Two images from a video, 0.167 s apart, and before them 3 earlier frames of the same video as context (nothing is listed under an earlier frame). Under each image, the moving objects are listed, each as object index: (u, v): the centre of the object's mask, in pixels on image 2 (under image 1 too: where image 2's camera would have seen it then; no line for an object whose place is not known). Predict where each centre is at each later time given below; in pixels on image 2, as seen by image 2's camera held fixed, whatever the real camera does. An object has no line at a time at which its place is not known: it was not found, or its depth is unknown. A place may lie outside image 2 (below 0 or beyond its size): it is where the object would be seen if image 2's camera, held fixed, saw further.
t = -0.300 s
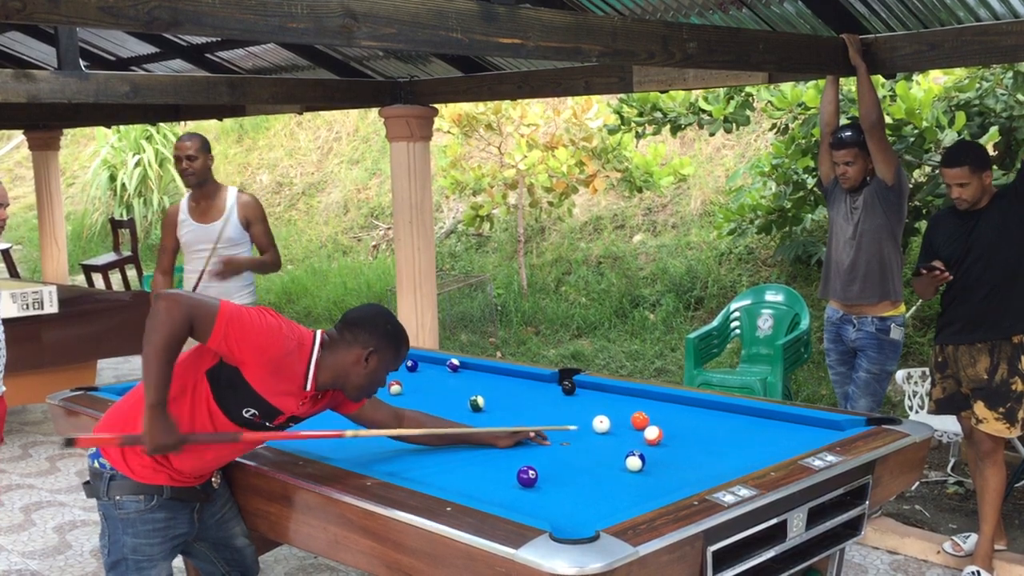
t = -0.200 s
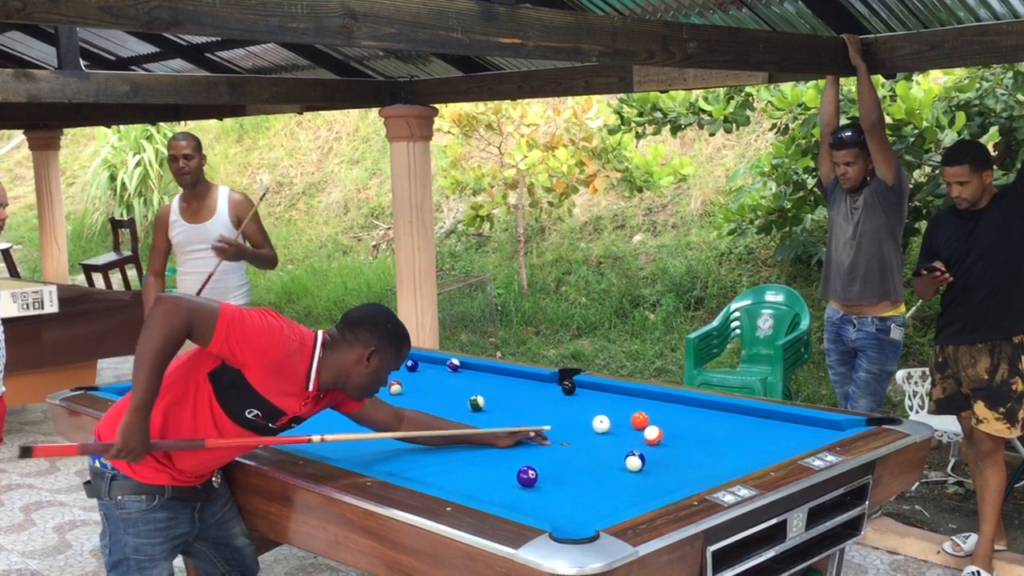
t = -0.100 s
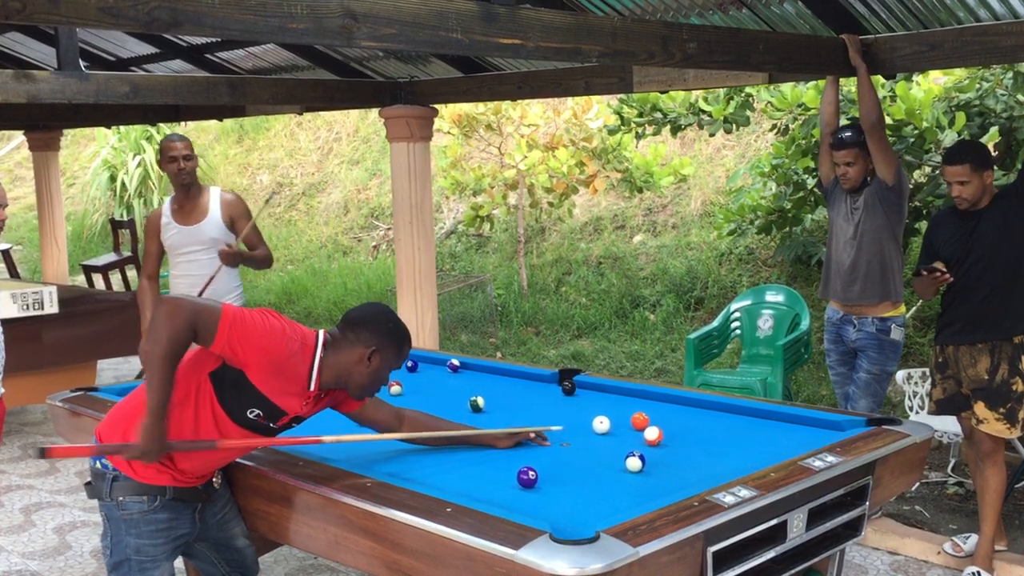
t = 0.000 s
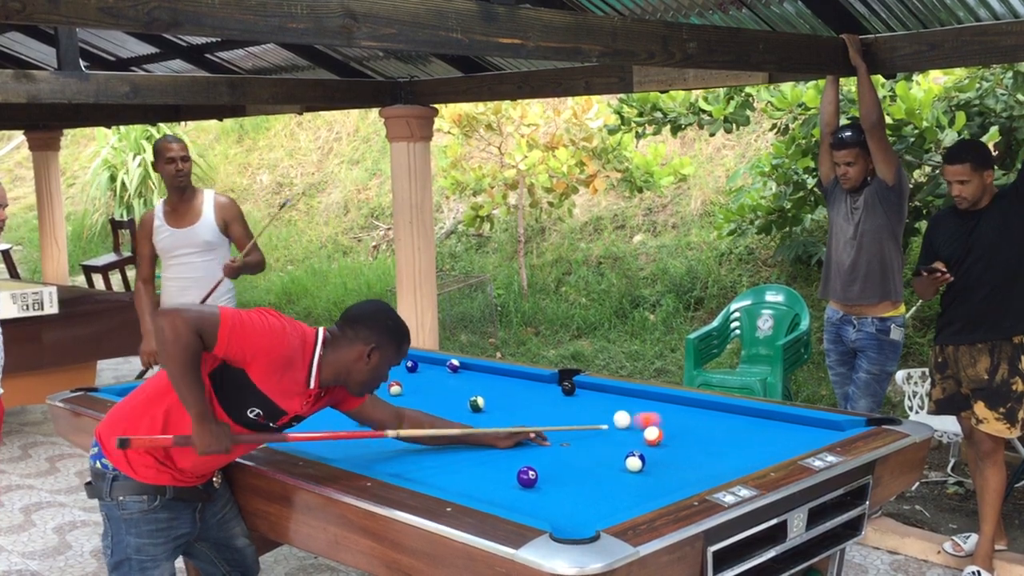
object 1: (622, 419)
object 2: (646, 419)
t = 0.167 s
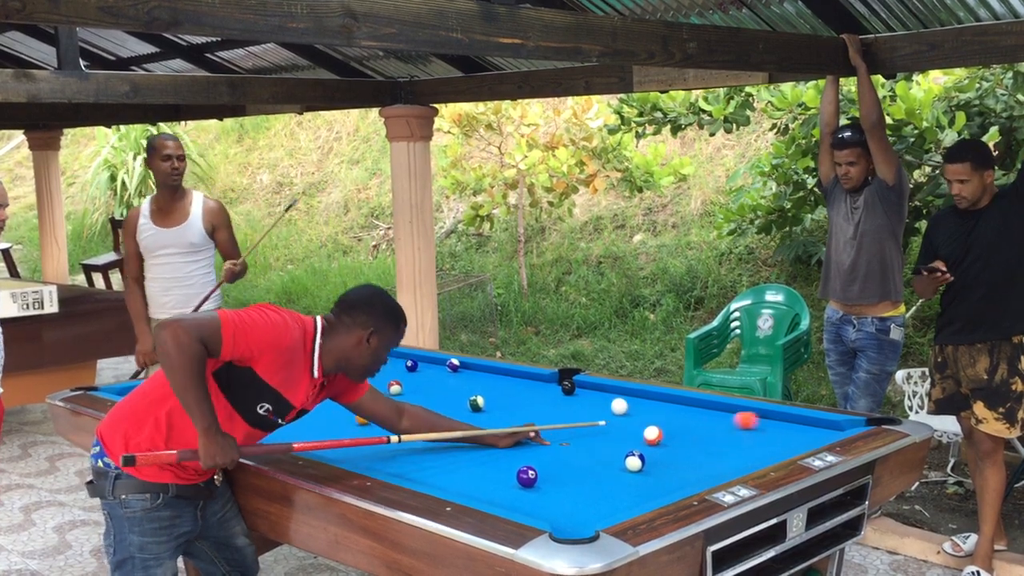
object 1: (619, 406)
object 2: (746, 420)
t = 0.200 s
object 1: (617, 404)
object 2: (763, 420)
